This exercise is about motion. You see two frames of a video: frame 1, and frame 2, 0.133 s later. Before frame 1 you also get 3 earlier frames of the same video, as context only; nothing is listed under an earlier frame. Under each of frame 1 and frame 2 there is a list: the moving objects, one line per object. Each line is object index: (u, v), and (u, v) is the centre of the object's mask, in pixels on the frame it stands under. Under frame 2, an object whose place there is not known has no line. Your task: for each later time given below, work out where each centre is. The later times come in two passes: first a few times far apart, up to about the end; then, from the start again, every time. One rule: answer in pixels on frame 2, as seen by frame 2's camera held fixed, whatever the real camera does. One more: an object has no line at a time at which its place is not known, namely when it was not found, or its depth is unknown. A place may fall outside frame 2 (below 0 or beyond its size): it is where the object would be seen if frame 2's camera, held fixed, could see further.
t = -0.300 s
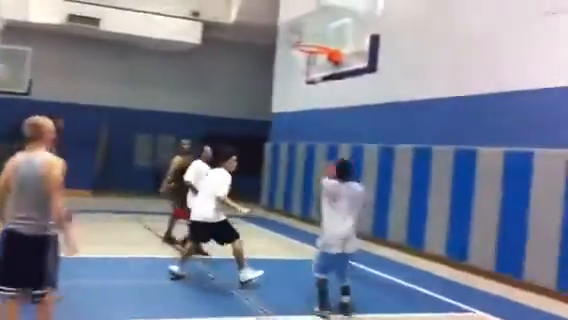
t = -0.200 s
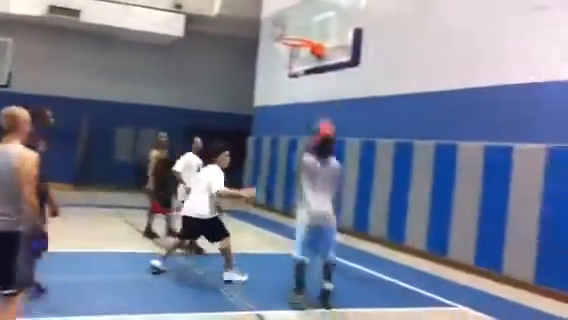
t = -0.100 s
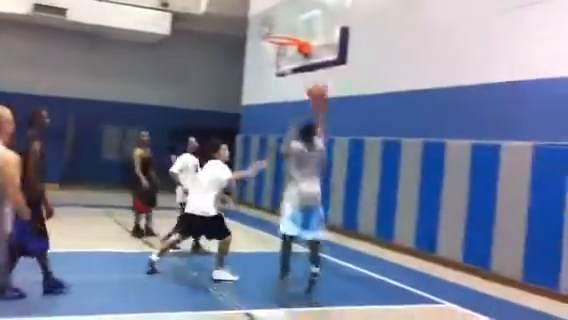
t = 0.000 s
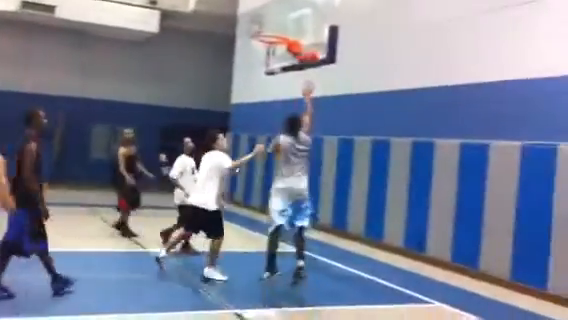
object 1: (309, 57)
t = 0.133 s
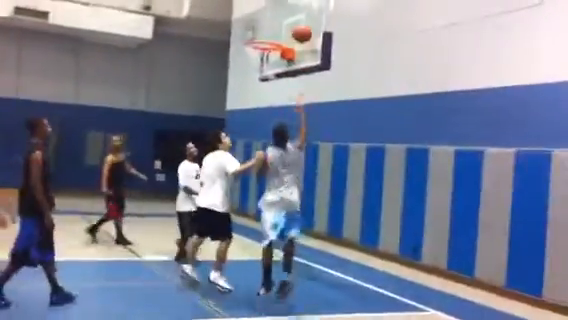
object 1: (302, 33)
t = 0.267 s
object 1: (295, 21)
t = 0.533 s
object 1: (266, 42)
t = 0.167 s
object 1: (301, 29)
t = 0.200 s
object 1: (301, 25)
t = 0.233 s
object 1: (298, 22)
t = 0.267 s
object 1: (295, 21)
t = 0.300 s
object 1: (291, 21)
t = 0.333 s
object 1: (288, 21)
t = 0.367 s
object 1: (285, 22)
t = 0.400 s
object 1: (280, 24)
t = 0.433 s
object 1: (277, 27)
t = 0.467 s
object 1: (273, 30)
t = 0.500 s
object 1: (270, 34)
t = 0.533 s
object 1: (266, 42)
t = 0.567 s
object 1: (261, 46)
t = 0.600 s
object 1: (257, 54)
